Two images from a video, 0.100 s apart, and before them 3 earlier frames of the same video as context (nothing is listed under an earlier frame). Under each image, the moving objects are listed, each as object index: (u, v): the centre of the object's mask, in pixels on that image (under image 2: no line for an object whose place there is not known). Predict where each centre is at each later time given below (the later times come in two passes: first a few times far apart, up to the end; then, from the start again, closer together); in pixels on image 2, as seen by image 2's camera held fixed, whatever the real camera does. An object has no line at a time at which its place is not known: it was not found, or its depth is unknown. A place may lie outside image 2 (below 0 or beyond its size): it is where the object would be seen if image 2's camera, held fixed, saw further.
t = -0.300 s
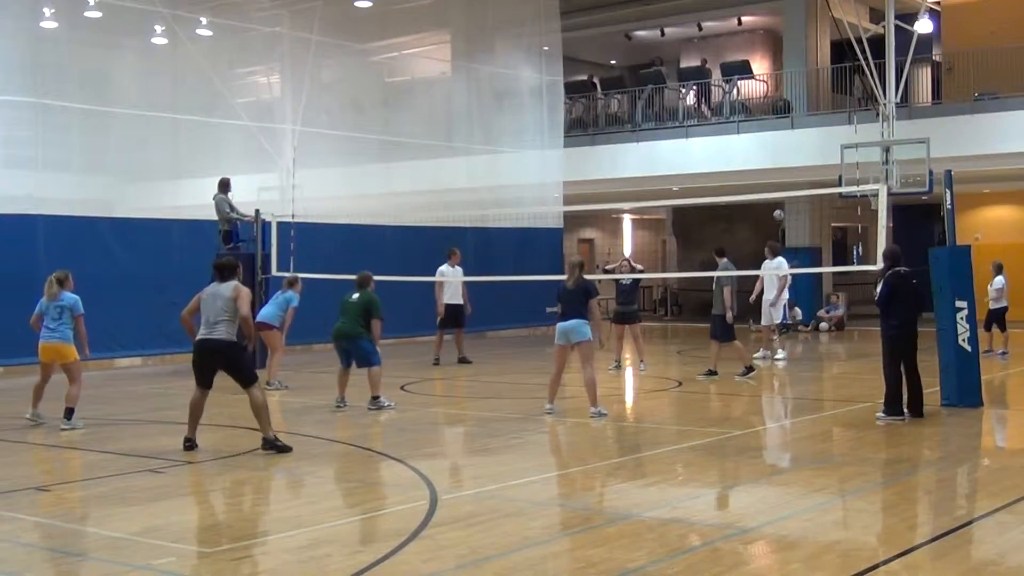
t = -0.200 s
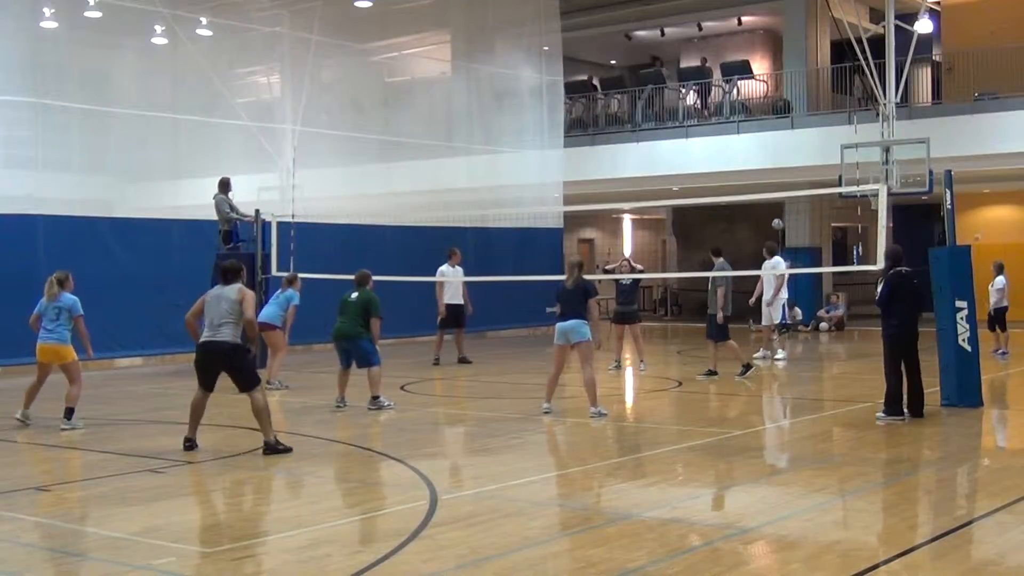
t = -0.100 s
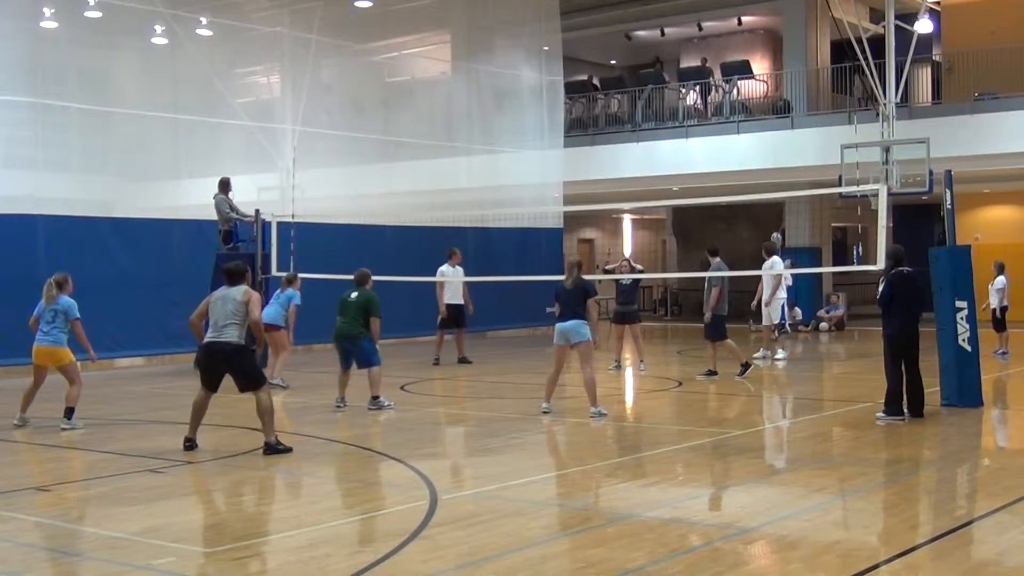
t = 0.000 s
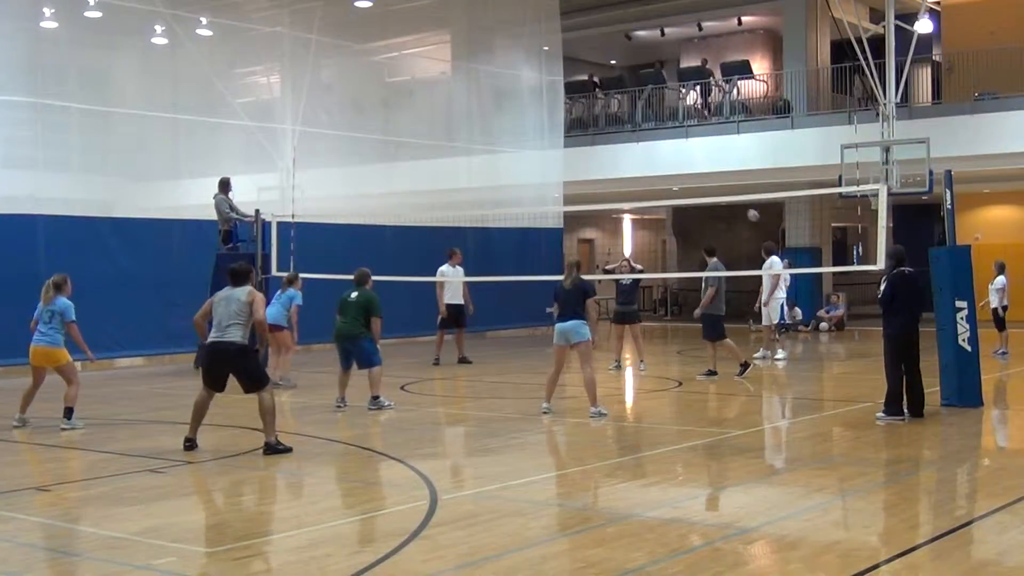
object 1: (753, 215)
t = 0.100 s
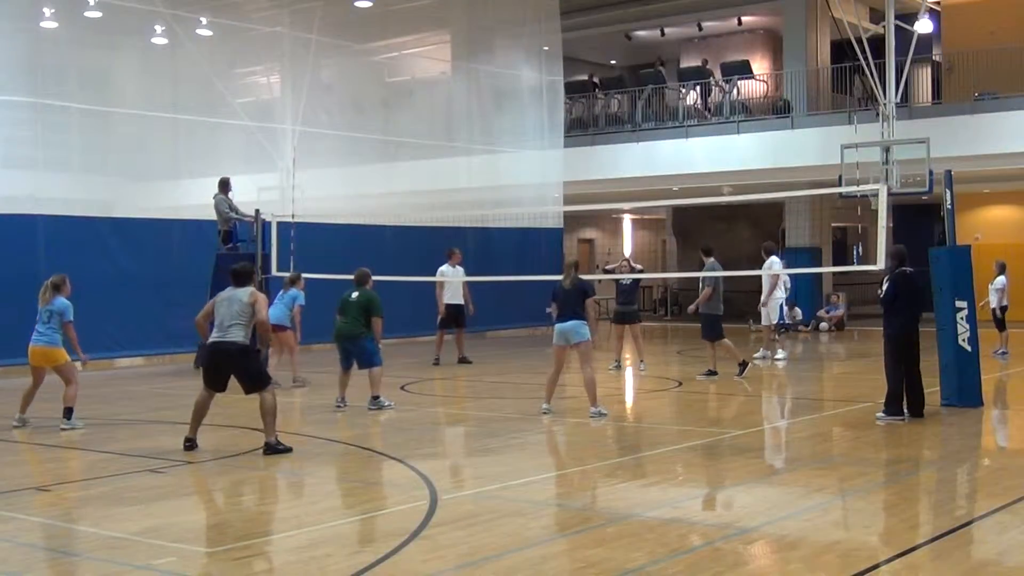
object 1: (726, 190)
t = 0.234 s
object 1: (687, 167)
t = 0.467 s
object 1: (606, 144)
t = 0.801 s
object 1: (460, 179)
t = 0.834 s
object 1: (443, 187)
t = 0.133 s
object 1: (717, 182)
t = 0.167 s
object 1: (708, 178)
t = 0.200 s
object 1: (698, 173)
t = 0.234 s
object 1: (687, 167)
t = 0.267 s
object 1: (677, 163)
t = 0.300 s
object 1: (666, 159)
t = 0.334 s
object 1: (655, 155)
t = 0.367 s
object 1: (643, 152)
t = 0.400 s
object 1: (631, 147)
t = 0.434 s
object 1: (620, 145)
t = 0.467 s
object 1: (606, 144)
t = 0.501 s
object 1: (594, 143)
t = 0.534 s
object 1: (581, 143)
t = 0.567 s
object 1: (568, 145)
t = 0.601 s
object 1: (553, 148)
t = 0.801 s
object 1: (460, 179)
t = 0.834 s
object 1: (443, 187)
